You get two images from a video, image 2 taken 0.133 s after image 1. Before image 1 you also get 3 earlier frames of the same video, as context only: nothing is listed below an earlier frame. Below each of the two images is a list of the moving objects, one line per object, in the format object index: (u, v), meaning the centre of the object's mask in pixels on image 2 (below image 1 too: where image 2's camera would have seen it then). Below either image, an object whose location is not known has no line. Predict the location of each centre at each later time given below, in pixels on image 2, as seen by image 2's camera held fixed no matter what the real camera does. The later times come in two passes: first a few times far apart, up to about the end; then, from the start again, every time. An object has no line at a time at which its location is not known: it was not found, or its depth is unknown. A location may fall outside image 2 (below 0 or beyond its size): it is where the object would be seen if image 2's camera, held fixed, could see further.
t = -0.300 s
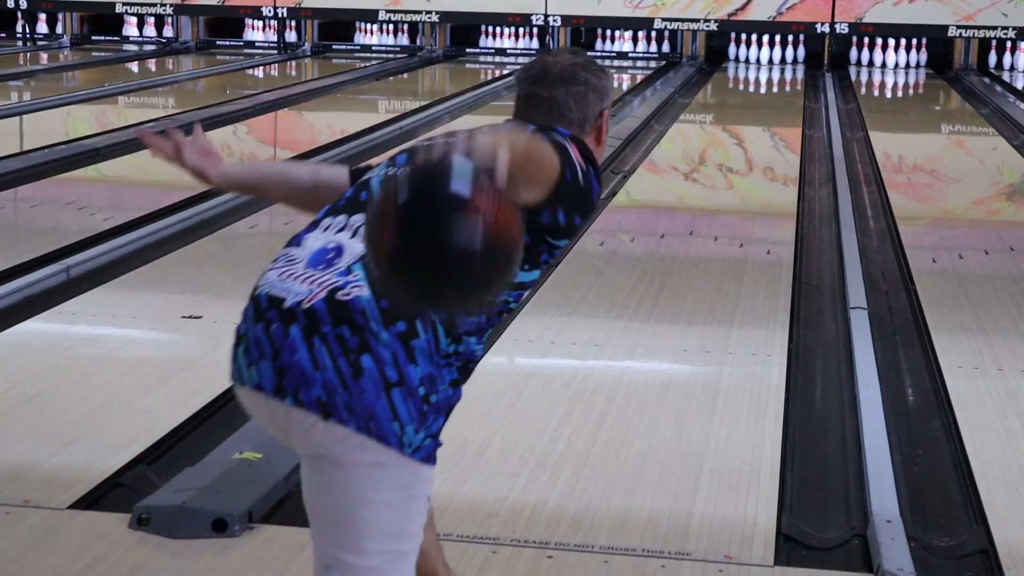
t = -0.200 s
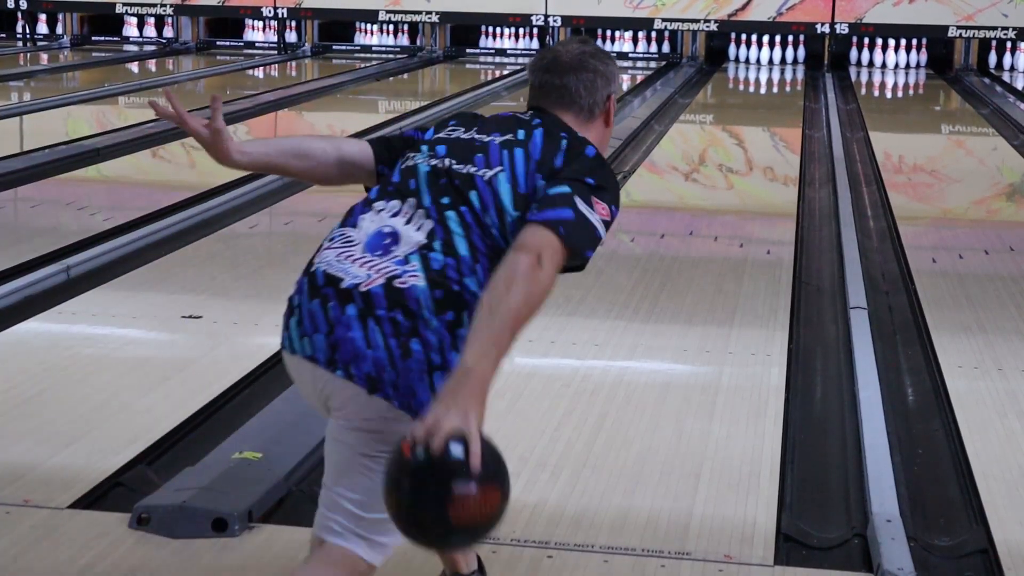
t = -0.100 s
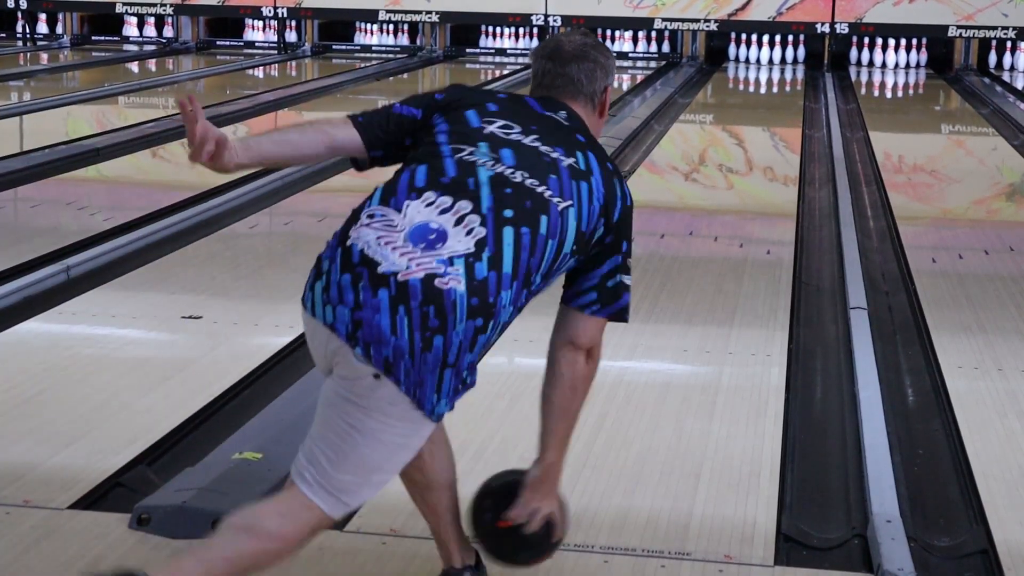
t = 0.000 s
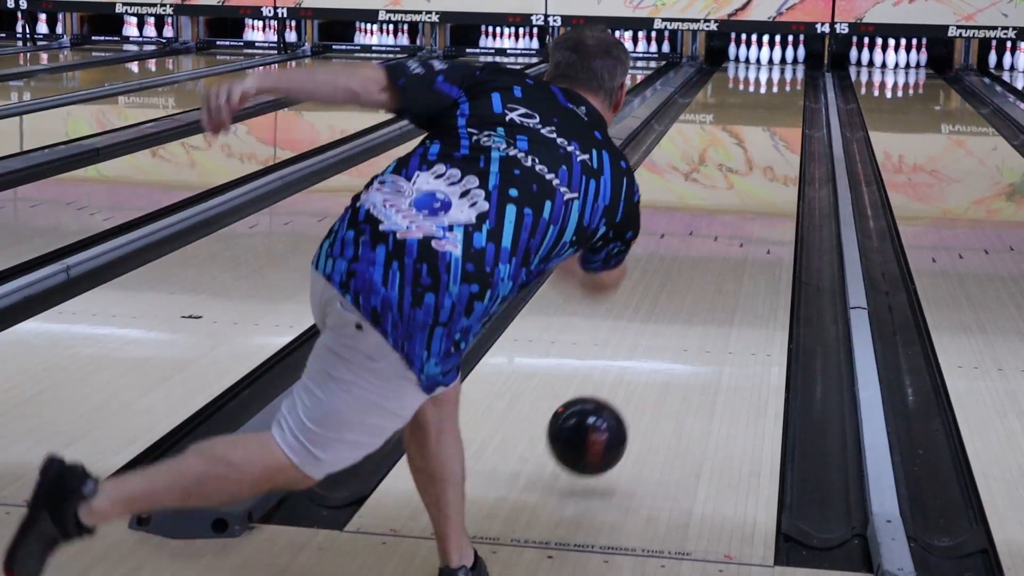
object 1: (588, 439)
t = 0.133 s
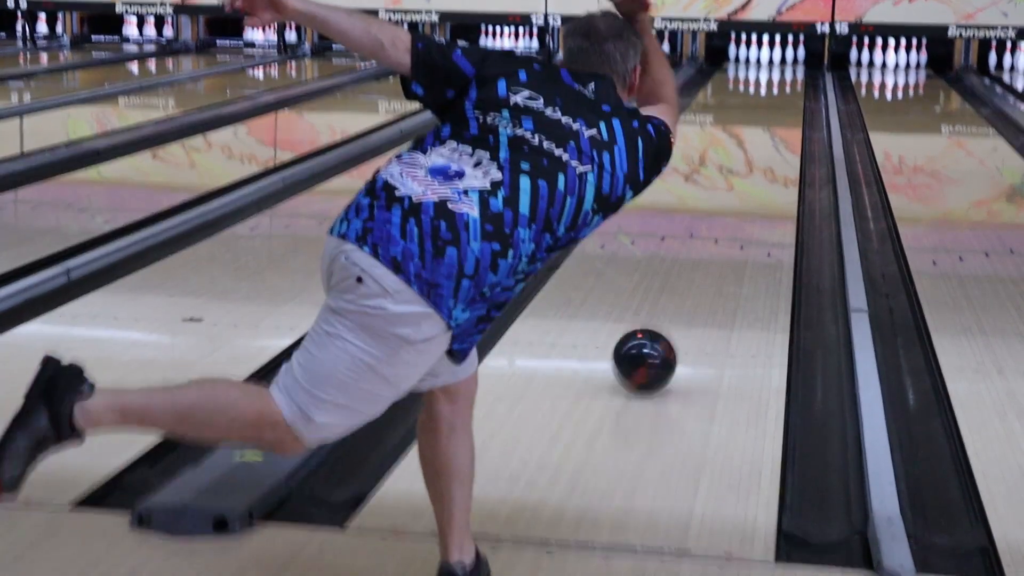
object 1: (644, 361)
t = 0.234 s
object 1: (674, 310)
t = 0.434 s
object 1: (714, 238)
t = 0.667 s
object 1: (743, 184)
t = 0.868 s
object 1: (759, 152)
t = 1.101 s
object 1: (771, 124)
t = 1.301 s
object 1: (778, 106)
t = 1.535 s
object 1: (783, 89)
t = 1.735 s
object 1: (783, 78)
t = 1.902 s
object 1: (780, 71)
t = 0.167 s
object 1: (655, 341)
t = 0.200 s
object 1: (666, 326)
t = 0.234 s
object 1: (674, 310)
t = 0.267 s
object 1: (682, 295)
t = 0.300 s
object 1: (690, 282)
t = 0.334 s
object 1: (696, 270)
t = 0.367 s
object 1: (703, 259)
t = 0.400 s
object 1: (709, 248)
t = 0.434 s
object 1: (714, 238)
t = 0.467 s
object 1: (719, 229)
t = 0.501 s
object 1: (724, 220)
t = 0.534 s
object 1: (728, 212)
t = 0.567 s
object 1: (732, 204)
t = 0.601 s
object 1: (736, 197)
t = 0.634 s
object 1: (740, 190)
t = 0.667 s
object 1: (743, 184)
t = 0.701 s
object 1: (746, 177)
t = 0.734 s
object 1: (749, 172)
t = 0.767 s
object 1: (751, 166)
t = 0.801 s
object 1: (754, 161)
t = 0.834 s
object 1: (757, 156)
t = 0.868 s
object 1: (759, 152)
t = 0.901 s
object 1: (761, 147)
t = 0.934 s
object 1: (763, 143)
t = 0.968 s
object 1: (765, 139)
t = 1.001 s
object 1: (767, 135)
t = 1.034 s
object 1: (768, 131)
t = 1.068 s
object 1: (770, 128)
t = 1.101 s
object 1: (771, 124)
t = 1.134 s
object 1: (773, 121)
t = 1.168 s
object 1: (774, 118)
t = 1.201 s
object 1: (775, 115)
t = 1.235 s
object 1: (776, 112)
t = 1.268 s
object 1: (777, 109)
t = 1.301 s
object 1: (778, 106)
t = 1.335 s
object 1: (779, 103)
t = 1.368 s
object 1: (780, 101)
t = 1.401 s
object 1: (780, 99)
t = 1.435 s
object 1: (781, 96)
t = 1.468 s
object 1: (782, 94)
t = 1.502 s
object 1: (782, 92)
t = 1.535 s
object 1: (783, 89)
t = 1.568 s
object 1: (783, 87)
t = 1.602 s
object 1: (783, 85)
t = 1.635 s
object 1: (784, 84)
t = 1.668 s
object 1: (784, 82)
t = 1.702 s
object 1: (783, 80)
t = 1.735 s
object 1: (783, 78)
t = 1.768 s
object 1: (783, 76)
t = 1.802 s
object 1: (782, 75)
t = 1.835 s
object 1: (782, 73)
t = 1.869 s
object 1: (781, 72)
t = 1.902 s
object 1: (780, 71)
